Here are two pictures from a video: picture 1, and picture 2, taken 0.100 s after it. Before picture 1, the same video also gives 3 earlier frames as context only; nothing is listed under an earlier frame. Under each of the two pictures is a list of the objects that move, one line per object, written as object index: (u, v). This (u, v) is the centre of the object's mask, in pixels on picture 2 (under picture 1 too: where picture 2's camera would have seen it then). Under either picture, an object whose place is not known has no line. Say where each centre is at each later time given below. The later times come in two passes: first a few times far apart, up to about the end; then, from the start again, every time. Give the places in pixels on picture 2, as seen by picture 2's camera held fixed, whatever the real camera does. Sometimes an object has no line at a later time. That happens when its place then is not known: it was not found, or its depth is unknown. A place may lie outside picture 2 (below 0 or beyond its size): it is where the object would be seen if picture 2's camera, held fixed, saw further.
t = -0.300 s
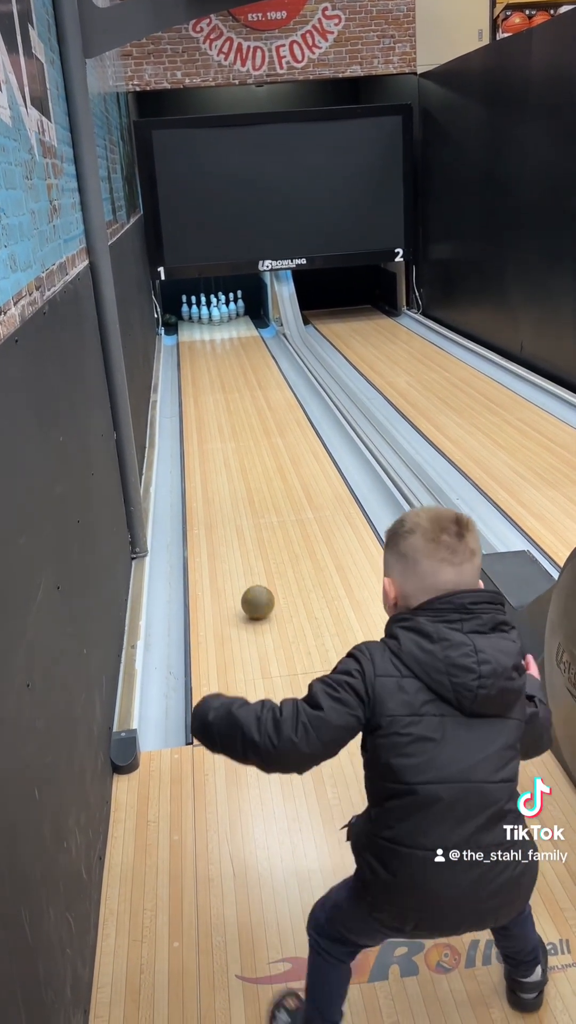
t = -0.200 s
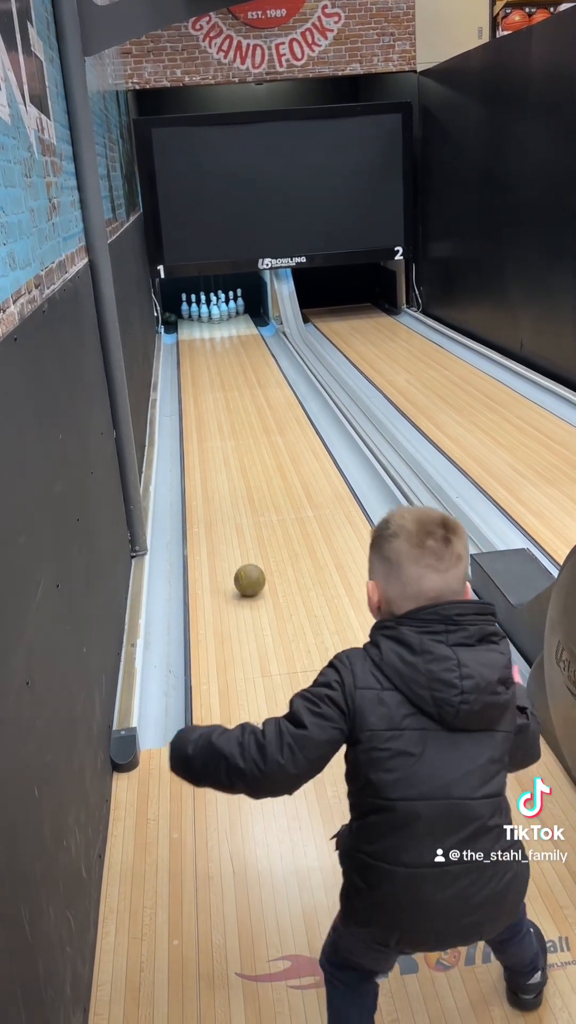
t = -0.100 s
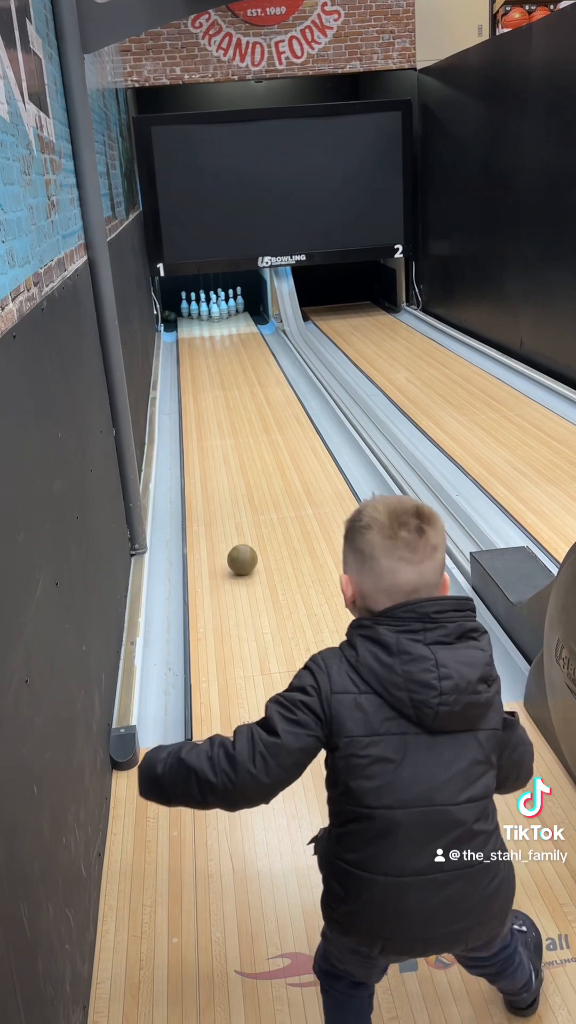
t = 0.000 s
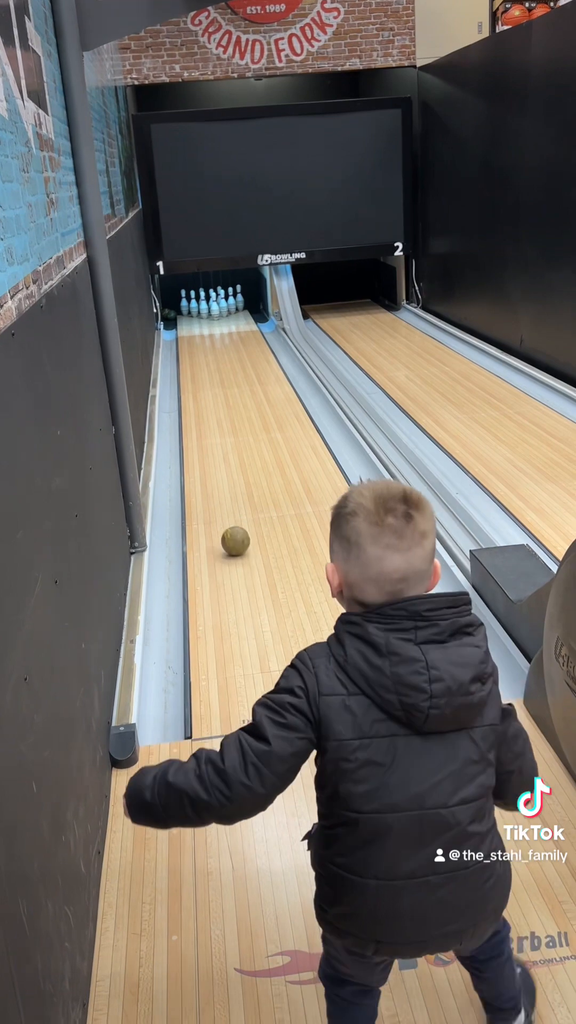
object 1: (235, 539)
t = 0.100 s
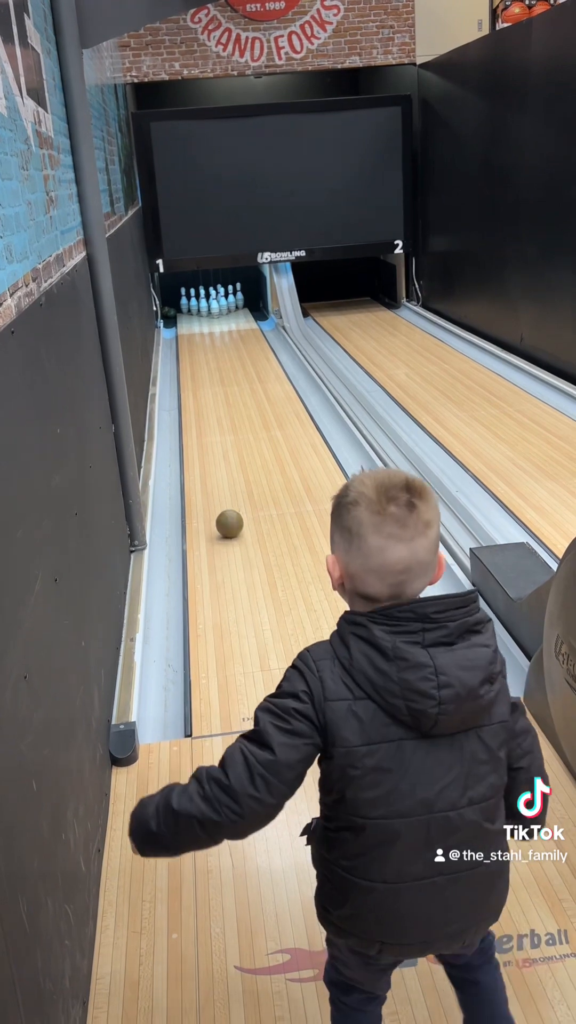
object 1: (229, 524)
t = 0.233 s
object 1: (222, 505)
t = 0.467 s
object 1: (212, 478)
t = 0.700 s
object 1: (203, 455)
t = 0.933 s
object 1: (196, 436)
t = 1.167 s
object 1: (189, 419)
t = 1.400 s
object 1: (185, 404)
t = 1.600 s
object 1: (181, 392)
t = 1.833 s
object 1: (176, 381)
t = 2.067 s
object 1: (168, 374)
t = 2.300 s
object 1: (168, 364)
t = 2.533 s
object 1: (168, 356)
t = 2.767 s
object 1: (169, 349)
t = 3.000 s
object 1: (170, 342)
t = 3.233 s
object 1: (169, 337)
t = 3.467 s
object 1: (169, 331)
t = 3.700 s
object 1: (169, 326)
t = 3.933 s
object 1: (169, 322)
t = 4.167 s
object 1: (169, 321)
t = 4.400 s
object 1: (168, 318)
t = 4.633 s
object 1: (168, 314)
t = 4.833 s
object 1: (170, 312)
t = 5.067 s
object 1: (170, 310)
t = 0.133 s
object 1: (228, 519)
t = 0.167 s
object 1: (226, 514)
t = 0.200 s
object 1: (224, 510)
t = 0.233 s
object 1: (222, 505)
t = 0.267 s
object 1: (221, 501)
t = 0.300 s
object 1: (219, 497)
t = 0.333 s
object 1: (217, 493)
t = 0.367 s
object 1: (216, 489)
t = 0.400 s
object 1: (215, 486)
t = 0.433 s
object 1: (213, 482)
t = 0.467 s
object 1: (212, 478)
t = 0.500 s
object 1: (210, 475)
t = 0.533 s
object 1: (209, 471)
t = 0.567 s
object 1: (208, 468)
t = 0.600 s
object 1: (206, 465)
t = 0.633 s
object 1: (205, 462)
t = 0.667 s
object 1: (204, 459)
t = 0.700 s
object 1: (203, 455)
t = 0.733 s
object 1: (202, 453)
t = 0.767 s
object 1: (201, 450)
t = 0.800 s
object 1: (200, 447)
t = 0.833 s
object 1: (199, 444)
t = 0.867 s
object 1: (197, 441)
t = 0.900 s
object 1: (197, 439)
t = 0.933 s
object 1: (196, 436)
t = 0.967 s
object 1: (195, 433)
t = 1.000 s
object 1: (194, 431)
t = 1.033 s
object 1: (193, 428)
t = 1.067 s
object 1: (192, 426)
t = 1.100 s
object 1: (191, 423)
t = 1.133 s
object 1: (190, 421)
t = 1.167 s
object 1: (189, 419)
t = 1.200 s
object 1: (189, 417)
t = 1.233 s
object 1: (188, 414)
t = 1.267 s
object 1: (188, 412)
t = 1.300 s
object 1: (187, 410)
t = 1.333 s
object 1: (186, 408)
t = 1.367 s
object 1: (185, 406)
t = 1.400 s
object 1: (185, 404)
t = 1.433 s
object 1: (184, 402)
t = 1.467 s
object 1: (184, 400)
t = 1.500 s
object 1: (183, 398)
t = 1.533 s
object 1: (182, 396)
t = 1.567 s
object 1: (182, 394)
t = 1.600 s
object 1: (181, 392)
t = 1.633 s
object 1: (181, 391)
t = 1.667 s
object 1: (180, 389)
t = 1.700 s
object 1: (180, 386)
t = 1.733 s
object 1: (179, 385)
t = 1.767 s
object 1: (178, 383)
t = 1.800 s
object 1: (177, 382)
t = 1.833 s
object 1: (176, 381)
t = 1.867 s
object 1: (175, 380)
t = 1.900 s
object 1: (173, 379)
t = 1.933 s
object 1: (171, 379)
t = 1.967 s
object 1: (169, 378)
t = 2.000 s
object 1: (168, 377)
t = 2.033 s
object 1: (168, 375)
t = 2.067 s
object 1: (168, 374)
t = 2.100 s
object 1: (168, 372)
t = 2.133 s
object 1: (168, 371)
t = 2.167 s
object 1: (168, 369)
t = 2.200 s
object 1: (168, 368)
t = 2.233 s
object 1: (168, 367)
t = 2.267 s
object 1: (168, 366)
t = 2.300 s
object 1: (168, 364)
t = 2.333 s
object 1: (168, 363)
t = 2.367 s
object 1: (168, 362)
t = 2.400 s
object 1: (168, 360)
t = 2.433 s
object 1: (168, 359)
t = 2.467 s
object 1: (168, 358)
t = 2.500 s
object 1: (168, 357)
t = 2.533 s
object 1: (168, 356)
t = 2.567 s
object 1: (168, 355)
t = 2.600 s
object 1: (168, 354)
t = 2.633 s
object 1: (168, 353)
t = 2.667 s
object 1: (168, 352)
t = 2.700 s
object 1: (169, 351)
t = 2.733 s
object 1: (168, 350)
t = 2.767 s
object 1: (169, 349)
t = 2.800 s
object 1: (169, 348)
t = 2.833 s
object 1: (170, 347)
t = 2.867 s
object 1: (170, 346)
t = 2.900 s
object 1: (170, 345)
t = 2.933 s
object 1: (170, 344)
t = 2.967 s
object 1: (170, 343)
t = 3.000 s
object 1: (170, 342)
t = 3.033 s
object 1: (169, 342)
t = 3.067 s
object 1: (169, 341)
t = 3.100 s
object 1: (169, 340)
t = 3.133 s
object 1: (169, 339)
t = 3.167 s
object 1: (169, 338)
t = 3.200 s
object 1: (169, 337)
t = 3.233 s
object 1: (169, 337)
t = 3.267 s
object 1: (169, 336)
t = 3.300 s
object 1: (169, 335)
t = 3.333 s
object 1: (169, 334)
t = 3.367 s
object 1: (169, 334)
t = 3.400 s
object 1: (169, 333)
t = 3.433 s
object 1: (169, 332)
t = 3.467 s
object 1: (169, 331)
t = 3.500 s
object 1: (169, 331)
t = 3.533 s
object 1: (169, 330)
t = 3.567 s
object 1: (169, 329)
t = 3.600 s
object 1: (169, 328)
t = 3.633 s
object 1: (169, 328)
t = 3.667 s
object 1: (169, 327)
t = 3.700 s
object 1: (169, 326)
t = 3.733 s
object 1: (169, 325)
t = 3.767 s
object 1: (169, 325)
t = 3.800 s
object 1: (169, 324)
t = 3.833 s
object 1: (169, 324)
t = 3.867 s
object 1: (169, 323)
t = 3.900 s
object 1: (169, 322)
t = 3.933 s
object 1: (169, 322)
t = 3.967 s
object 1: (169, 322)
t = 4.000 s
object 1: (169, 322)
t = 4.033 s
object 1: (169, 322)
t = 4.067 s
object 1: (169, 321)
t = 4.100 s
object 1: (169, 321)
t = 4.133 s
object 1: (169, 321)
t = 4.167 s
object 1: (169, 321)
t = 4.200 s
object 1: (169, 321)
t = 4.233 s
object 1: (169, 320)
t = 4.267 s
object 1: (169, 320)
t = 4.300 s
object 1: (169, 320)
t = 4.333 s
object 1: (168, 319)
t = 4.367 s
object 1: (168, 319)
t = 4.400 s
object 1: (168, 318)
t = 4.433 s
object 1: (168, 317)
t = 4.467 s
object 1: (168, 315)
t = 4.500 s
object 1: (167, 315)
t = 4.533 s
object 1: (167, 315)
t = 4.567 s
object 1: (167, 315)
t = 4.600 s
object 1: (167, 314)
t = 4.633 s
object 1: (168, 314)
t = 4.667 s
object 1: (168, 313)
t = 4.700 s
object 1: (168, 313)
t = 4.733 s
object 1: (168, 313)
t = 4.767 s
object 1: (169, 312)
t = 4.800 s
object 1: (170, 312)
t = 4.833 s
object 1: (170, 312)
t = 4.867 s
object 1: (170, 312)
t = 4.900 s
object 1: (169, 312)
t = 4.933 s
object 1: (169, 312)
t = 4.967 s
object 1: (170, 311)
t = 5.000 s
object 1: (170, 311)
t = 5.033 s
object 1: (170, 311)
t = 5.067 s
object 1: (170, 310)
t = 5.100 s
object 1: (170, 310)
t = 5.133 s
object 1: (170, 310)
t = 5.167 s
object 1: (170, 310)
